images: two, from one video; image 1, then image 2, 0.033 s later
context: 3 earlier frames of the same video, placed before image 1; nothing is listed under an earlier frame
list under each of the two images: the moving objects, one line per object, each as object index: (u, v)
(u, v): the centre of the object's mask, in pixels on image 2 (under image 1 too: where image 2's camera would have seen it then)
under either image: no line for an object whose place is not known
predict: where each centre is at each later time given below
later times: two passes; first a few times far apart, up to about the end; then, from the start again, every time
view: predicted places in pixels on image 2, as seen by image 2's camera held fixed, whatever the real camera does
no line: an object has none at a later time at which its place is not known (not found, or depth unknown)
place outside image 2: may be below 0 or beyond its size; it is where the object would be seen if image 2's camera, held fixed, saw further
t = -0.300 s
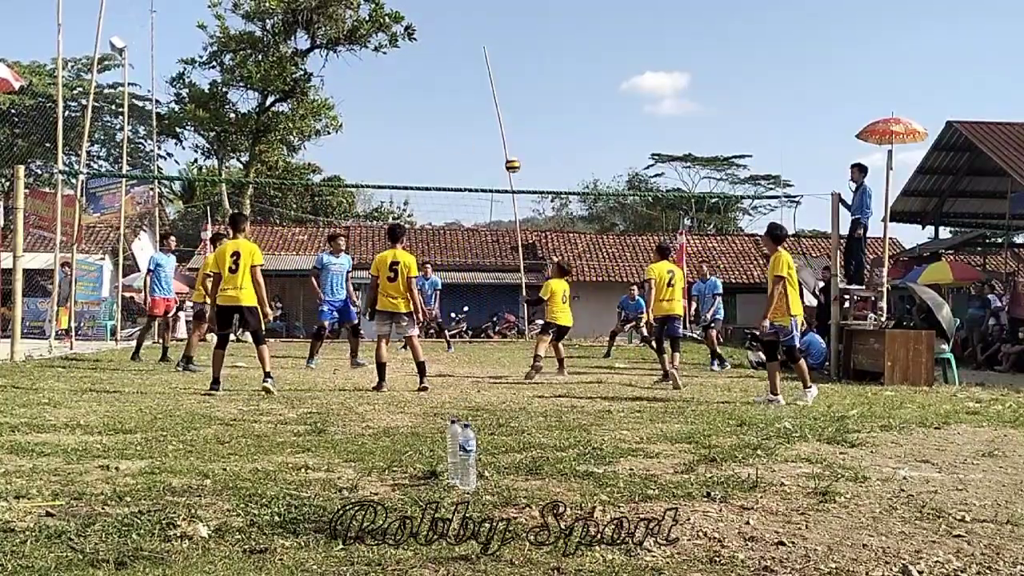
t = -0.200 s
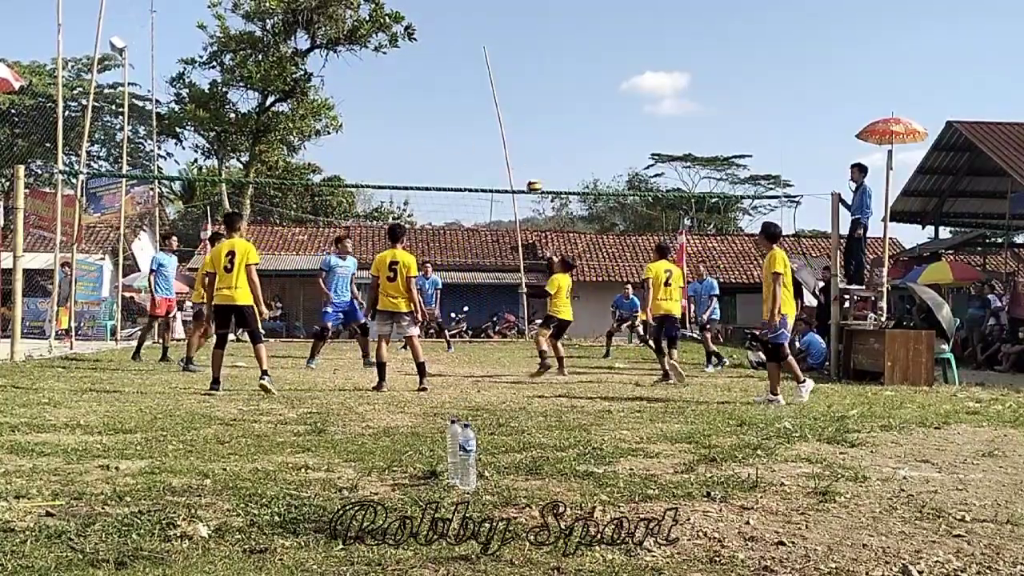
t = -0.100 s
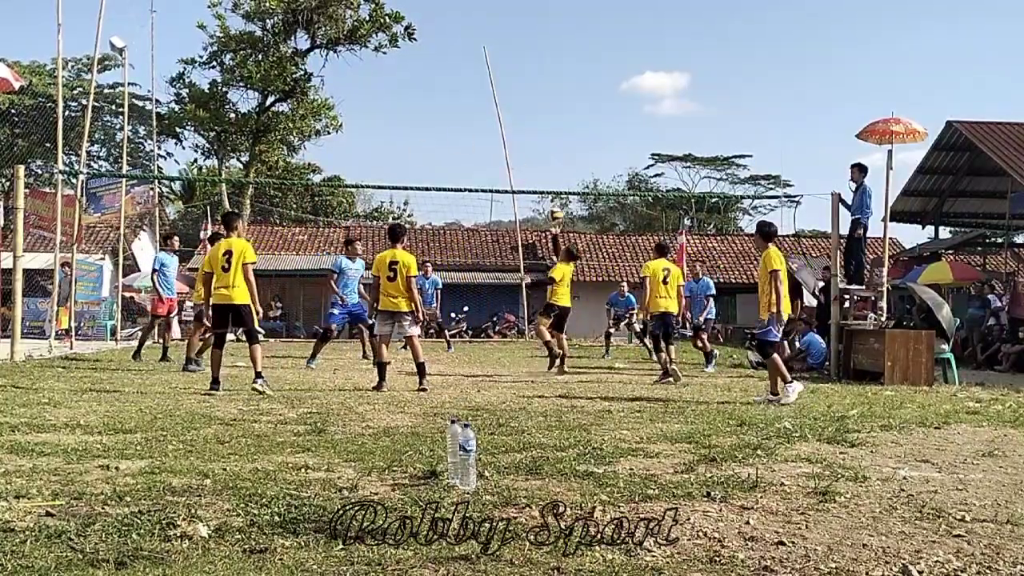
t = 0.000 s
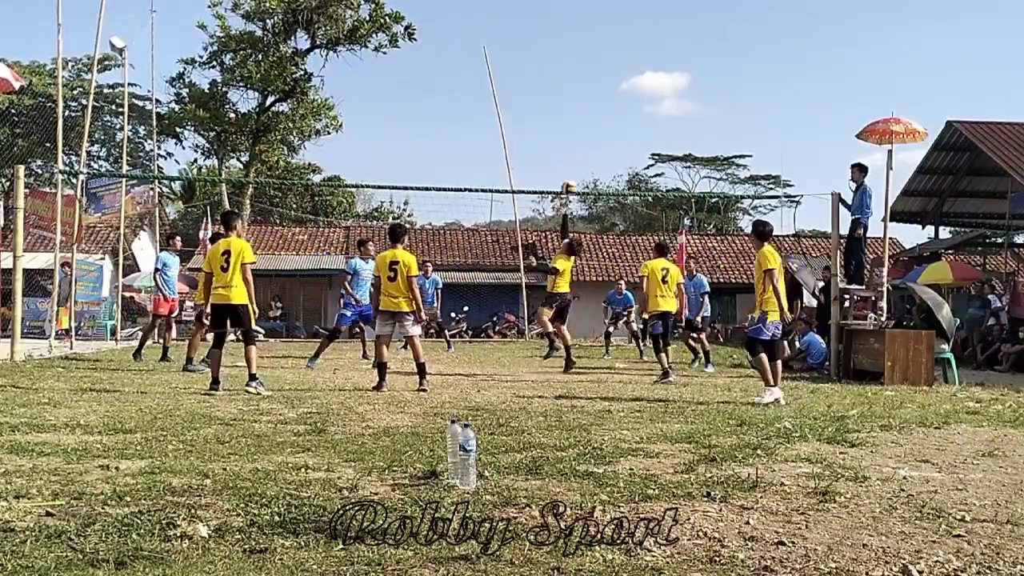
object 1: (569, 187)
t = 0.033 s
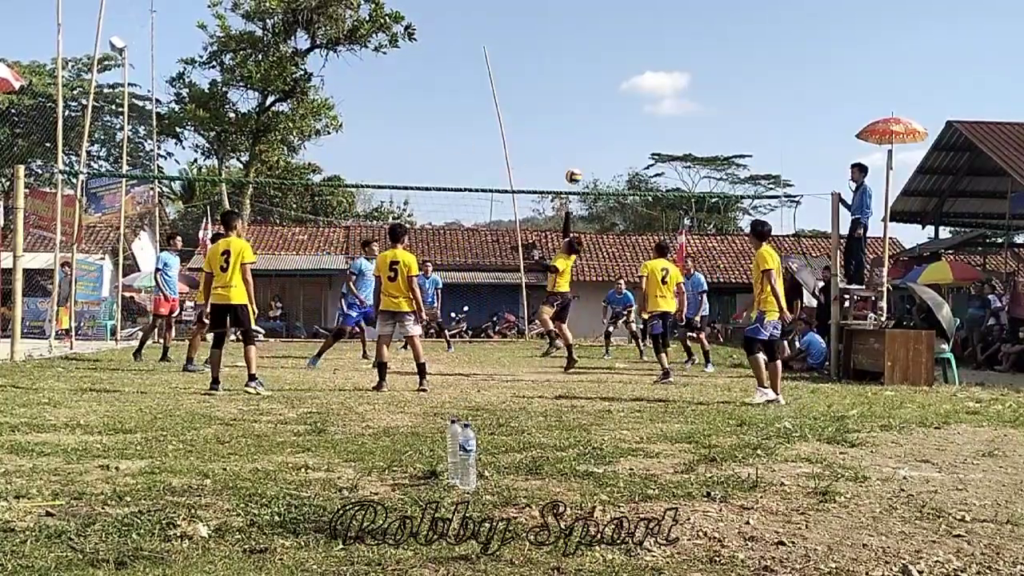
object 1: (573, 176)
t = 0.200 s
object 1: (594, 130)
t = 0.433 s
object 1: (621, 99)
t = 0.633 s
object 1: (643, 104)
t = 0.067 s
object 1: (577, 165)
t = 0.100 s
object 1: (581, 155)
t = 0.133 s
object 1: (586, 146)
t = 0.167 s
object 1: (590, 137)
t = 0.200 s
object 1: (594, 130)
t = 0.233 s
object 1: (598, 123)
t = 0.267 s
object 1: (602, 117)
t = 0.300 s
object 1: (606, 112)
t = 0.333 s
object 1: (610, 107)
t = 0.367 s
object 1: (614, 104)
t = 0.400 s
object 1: (617, 101)
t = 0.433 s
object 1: (621, 99)
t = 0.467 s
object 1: (625, 98)
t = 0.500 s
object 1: (629, 98)
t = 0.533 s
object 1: (633, 98)
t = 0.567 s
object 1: (636, 99)
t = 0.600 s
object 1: (640, 101)
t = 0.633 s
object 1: (643, 104)
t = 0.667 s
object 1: (647, 108)
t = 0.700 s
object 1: (650, 112)
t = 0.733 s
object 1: (654, 118)
